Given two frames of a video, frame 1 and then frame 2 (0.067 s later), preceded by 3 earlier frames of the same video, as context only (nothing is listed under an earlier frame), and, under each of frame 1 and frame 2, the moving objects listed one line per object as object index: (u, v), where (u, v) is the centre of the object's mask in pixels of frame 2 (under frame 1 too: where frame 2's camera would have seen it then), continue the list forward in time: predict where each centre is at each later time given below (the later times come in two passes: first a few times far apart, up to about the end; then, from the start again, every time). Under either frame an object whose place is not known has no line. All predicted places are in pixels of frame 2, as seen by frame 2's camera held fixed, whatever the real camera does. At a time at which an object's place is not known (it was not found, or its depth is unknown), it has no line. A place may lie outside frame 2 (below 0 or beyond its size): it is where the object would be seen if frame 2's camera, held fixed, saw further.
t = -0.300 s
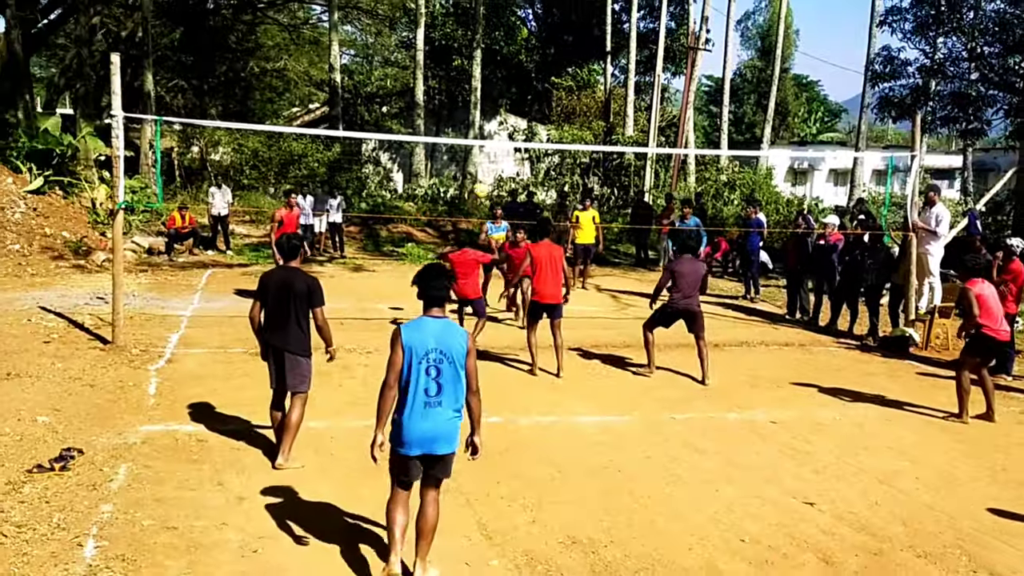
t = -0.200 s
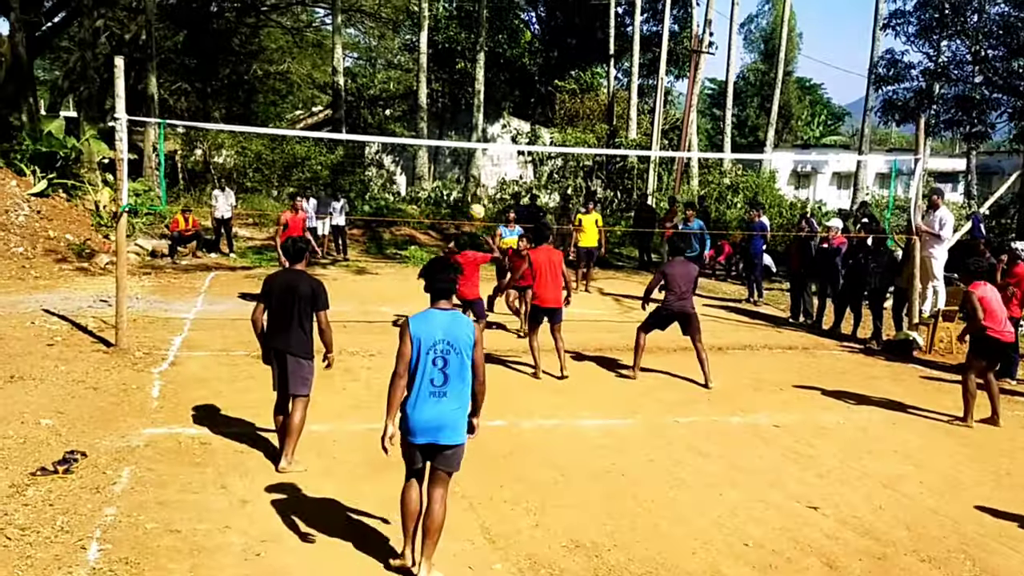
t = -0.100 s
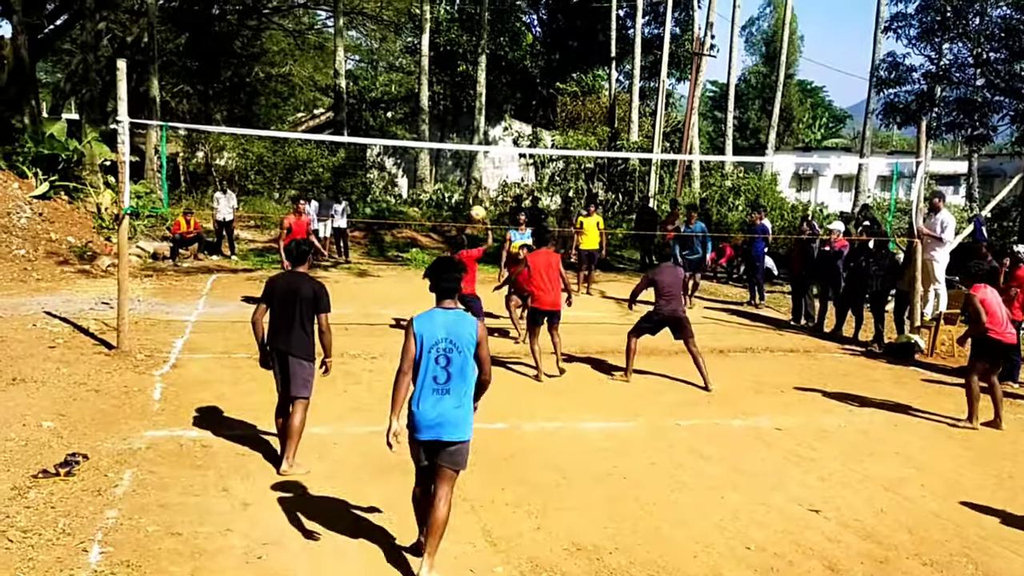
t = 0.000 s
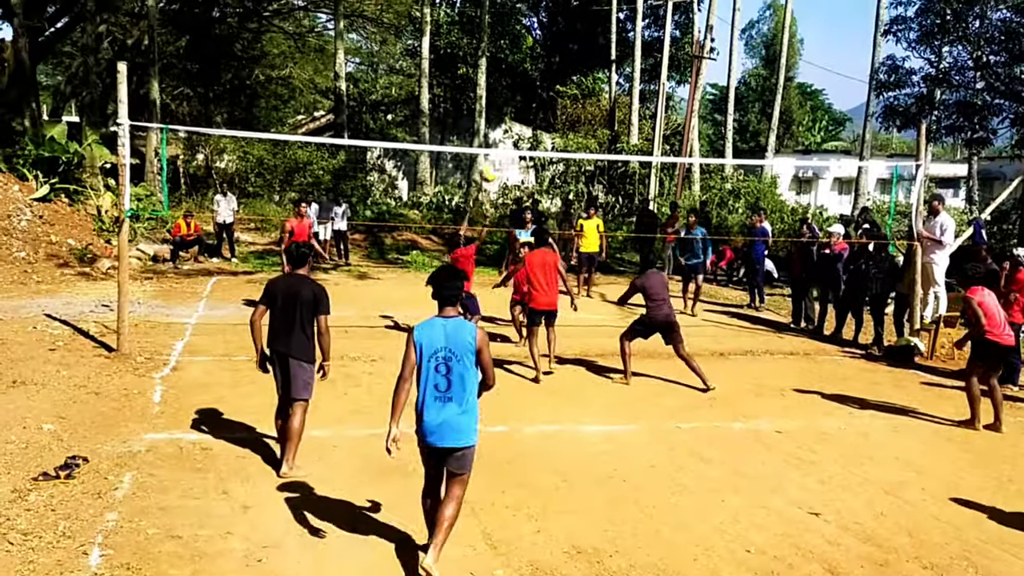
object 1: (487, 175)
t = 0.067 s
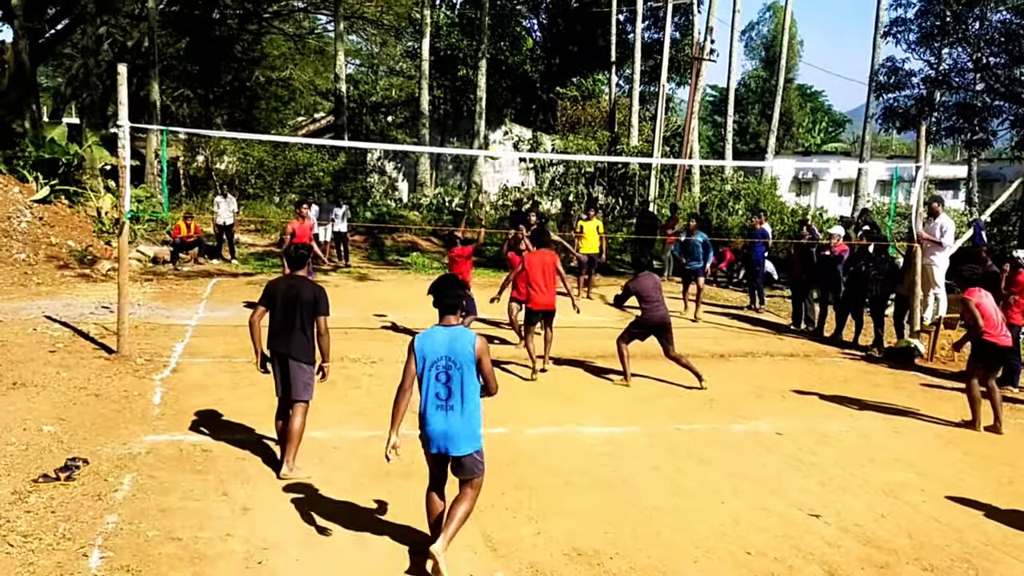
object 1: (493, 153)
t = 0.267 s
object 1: (516, 101)
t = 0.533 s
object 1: (544, 81)
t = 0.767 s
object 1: (568, 111)
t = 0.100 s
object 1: (497, 141)
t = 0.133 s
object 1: (502, 131)
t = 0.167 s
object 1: (505, 122)
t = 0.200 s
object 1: (509, 114)
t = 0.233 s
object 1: (513, 107)
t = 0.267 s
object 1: (516, 101)
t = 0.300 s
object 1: (519, 95)
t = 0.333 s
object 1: (523, 90)
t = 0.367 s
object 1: (526, 87)
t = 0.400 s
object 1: (530, 84)
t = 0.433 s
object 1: (534, 82)
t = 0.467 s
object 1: (537, 81)
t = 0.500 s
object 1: (540, 81)
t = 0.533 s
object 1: (544, 81)
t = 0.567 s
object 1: (547, 83)
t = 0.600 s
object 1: (551, 86)
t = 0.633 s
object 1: (554, 90)
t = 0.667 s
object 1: (557, 93)
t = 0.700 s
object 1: (560, 98)
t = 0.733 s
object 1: (564, 104)
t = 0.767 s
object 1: (568, 111)
